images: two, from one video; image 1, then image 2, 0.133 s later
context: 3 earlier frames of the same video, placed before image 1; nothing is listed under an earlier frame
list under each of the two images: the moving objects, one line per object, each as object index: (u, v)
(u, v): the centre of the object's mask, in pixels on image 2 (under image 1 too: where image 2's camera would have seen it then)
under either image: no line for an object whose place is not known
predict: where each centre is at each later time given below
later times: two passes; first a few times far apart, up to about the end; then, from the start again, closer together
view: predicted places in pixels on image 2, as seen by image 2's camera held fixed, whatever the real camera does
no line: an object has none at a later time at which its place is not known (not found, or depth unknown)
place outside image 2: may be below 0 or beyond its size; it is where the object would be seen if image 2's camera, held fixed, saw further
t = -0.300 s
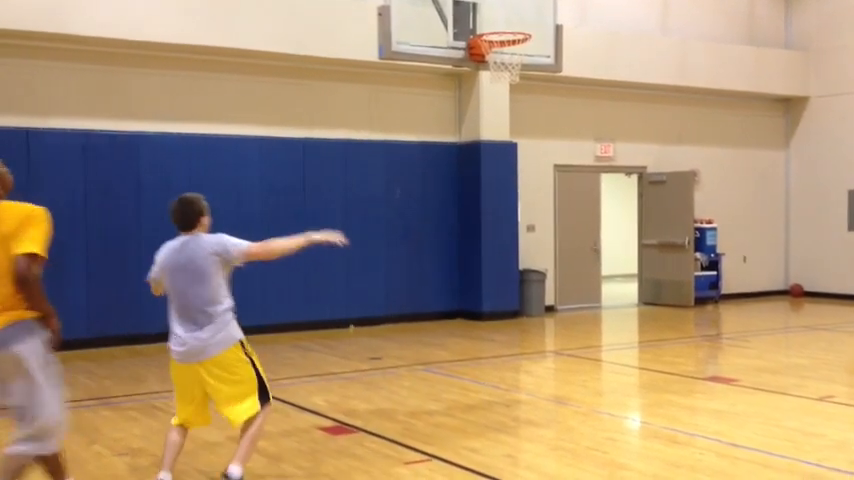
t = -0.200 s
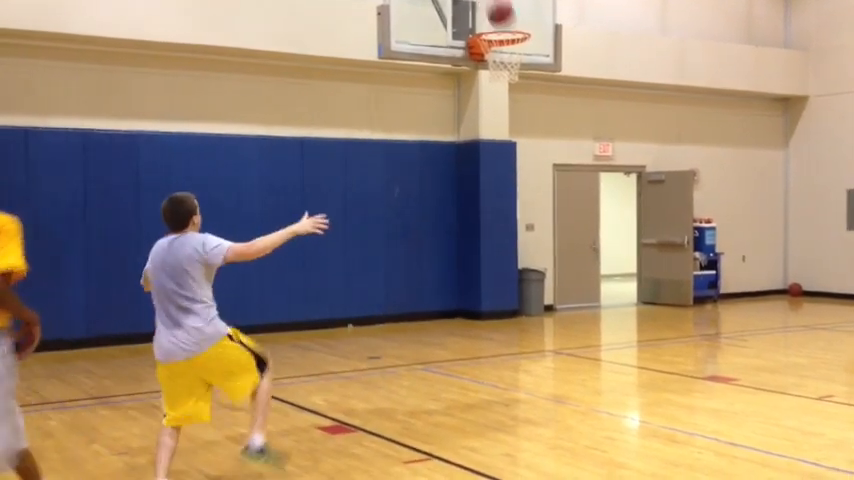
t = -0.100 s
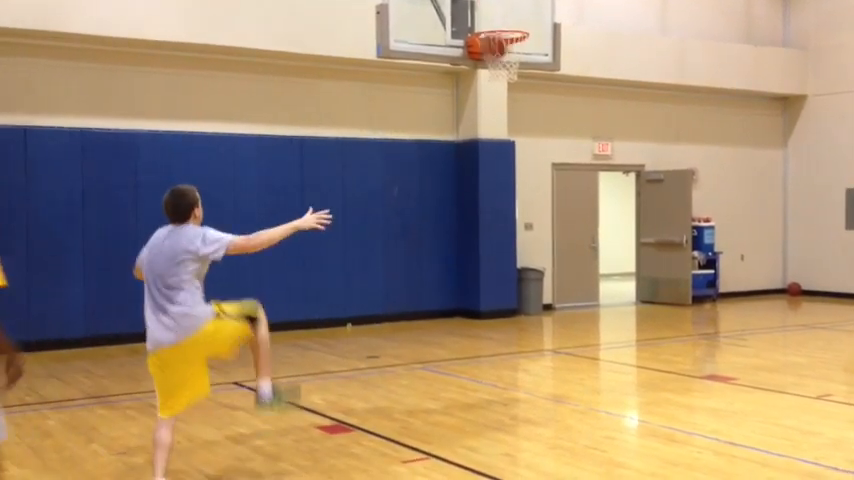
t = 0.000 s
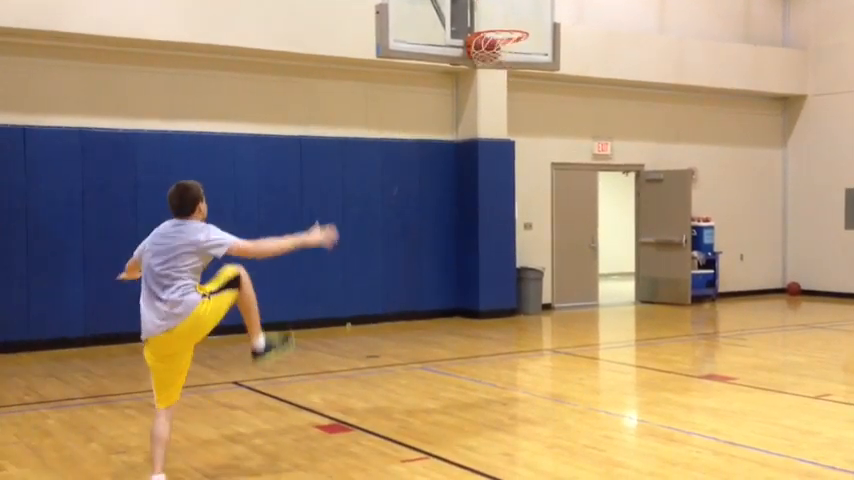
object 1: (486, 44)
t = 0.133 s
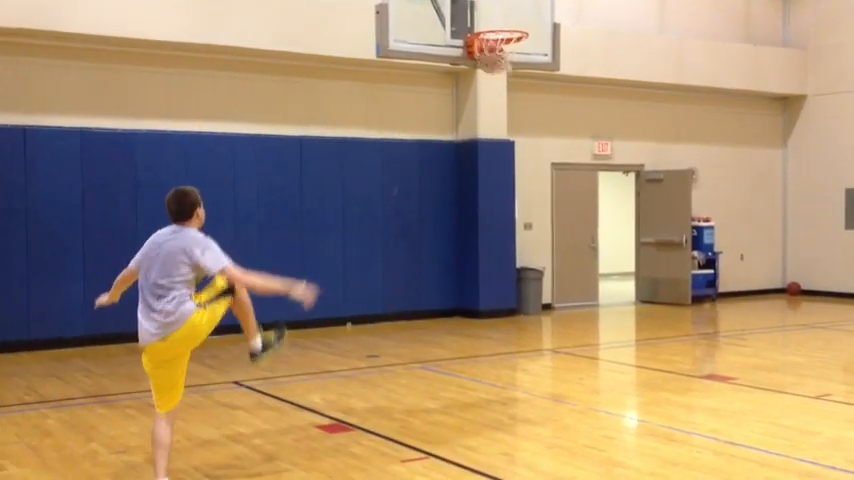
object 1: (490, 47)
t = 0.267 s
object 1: (501, 82)
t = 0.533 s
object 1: (508, 123)
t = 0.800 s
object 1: (513, 241)
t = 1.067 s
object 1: (516, 322)
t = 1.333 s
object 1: (504, 221)
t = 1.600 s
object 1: (494, 196)
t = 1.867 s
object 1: (484, 242)
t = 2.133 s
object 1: (476, 347)
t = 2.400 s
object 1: (470, 270)
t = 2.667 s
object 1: (464, 255)
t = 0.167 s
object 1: (494, 62)
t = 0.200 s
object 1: (496, 65)
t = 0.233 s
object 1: (499, 69)
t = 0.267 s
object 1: (501, 82)
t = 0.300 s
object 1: (504, 83)
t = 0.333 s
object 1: (505, 84)
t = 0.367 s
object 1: (506, 87)
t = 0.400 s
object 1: (506, 90)
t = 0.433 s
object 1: (506, 96)
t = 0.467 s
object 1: (507, 104)
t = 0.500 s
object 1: (508, 113)
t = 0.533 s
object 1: (508, 123)
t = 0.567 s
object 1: (508, 135)
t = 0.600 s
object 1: (509, 148)
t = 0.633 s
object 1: (510, 160)
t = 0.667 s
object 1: (510, 173)
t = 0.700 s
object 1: (510, 187)
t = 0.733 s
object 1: (511, 204)
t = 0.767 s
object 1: (513, 222)
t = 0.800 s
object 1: (513, 241)
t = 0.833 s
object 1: (515, 262)
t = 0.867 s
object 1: (516, 281)
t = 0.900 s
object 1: (516, 299)
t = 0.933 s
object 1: (516, 319)
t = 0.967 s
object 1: (517, 344)
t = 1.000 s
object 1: (519, 361)
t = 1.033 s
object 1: (517, 344)
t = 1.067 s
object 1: (516, 322)
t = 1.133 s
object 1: (514, 290)
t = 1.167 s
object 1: (511, 277)
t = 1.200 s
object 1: (510, 263)
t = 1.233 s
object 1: (508, 251)
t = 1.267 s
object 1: (507, 240)
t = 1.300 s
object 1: (506, 229)
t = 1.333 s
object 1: (504, 221)
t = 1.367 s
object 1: (503, 214)
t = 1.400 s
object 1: (502, 208)
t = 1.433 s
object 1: (500, 203)
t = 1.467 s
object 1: (499, 199)
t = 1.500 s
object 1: (498, 197)
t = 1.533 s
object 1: (497, 195)
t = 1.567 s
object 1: (496, 195)
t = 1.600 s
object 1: (494, 196)
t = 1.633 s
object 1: (493, 198)
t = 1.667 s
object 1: (492, 201)
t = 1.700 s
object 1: (491, 205)
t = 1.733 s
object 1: (489, 211)
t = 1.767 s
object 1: (488, 217)
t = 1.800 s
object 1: (487, 223)
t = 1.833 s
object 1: (486, 232)
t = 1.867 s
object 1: (484, 242)
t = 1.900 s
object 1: (484, 252)
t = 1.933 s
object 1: (483, 264)
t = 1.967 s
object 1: (481, 275)
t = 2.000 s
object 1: (480, 288)
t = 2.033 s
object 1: (479, 301)
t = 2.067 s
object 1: (479, 313)
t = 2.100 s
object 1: (477, 332)
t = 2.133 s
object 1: (476, 347)
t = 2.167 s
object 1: (476, 343)
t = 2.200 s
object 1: (475, 329)
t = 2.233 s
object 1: (473, 314)
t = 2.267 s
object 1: (473, 304)
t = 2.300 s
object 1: (472, 294)
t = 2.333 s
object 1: (471, 285)
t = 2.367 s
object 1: (470, 277)
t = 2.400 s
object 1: (470, 270)
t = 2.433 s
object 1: (469, 265)
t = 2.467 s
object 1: (468, 260)
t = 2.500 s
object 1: (467, 256)
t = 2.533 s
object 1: (466, 254)
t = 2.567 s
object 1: (466, 253)
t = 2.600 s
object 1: (465, 253)
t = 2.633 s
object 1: (465, 253)
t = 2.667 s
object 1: (464, 255)
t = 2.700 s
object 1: (463, 258)
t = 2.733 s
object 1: (463, 261)
